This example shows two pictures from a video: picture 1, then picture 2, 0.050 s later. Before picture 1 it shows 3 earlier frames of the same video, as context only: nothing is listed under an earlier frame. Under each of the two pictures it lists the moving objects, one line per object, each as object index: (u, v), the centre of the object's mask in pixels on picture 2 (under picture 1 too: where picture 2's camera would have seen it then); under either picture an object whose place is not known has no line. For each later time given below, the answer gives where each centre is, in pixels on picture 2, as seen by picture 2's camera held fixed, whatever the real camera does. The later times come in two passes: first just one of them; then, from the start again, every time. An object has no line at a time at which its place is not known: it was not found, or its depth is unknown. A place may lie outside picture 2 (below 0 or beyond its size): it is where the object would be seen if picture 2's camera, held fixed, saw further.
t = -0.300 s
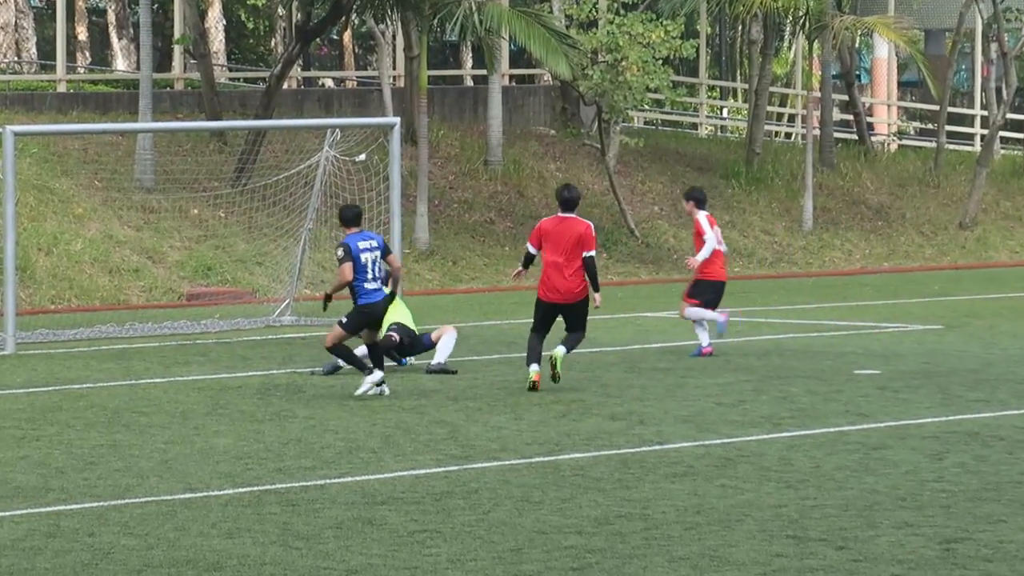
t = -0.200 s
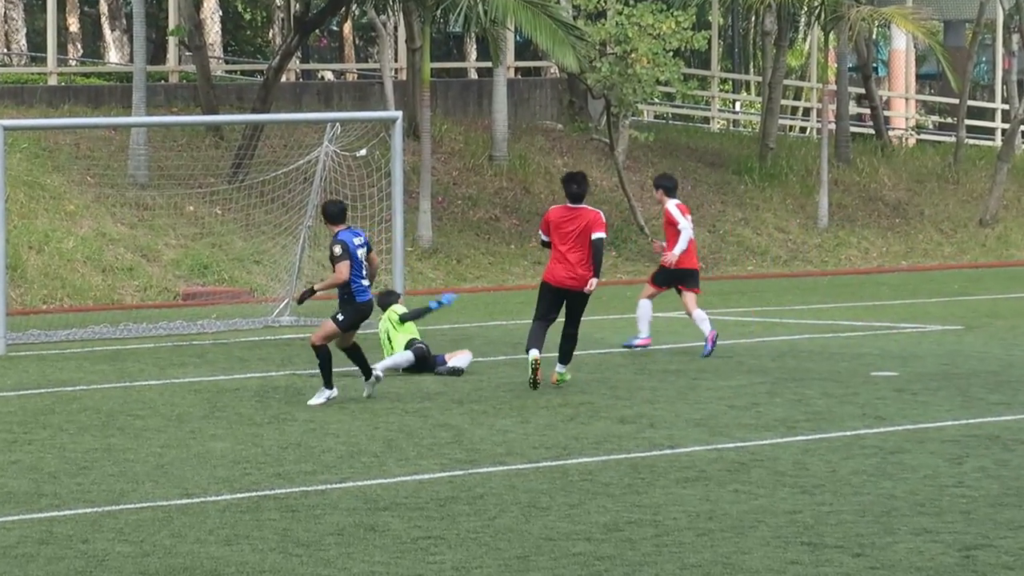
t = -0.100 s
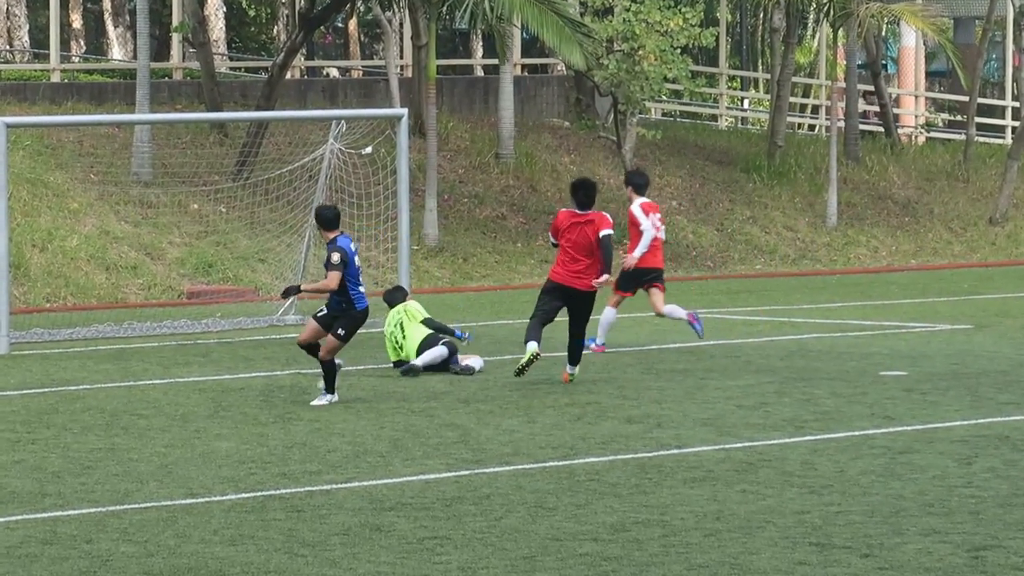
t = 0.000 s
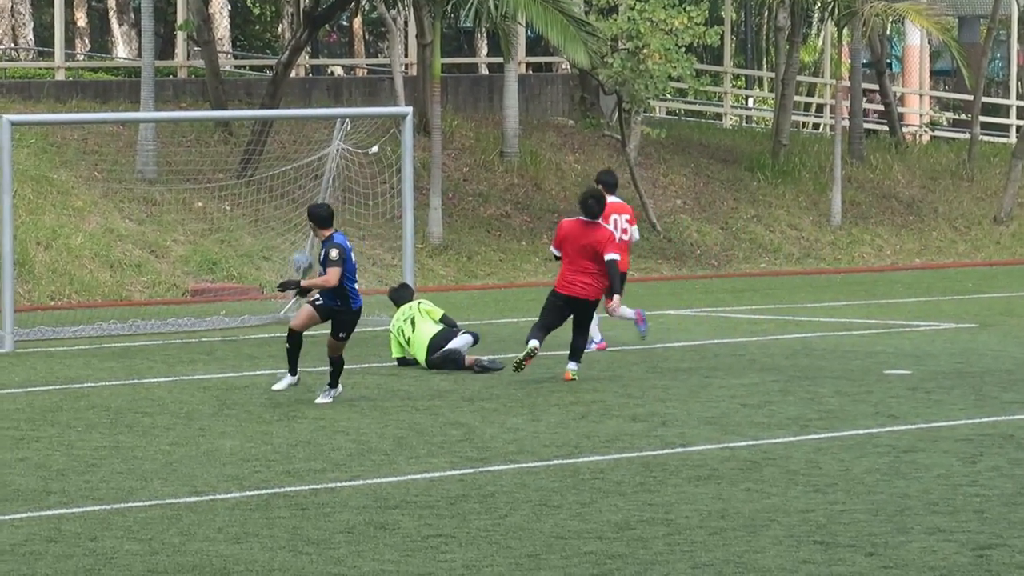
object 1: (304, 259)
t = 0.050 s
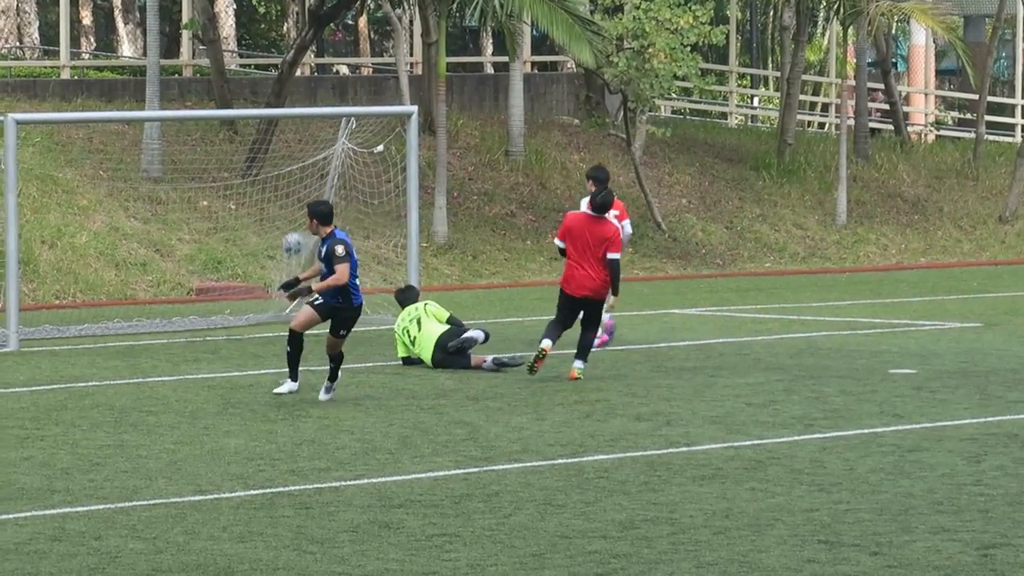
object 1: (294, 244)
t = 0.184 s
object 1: (271, 214)
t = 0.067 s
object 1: (290, 239)
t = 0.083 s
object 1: (286, 234)
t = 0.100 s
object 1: (281, 226)
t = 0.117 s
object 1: (279, 223)
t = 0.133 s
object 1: (276, 220)
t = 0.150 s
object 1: (274, 215)
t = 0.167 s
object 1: (273, 216)
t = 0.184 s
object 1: (271, 214)
